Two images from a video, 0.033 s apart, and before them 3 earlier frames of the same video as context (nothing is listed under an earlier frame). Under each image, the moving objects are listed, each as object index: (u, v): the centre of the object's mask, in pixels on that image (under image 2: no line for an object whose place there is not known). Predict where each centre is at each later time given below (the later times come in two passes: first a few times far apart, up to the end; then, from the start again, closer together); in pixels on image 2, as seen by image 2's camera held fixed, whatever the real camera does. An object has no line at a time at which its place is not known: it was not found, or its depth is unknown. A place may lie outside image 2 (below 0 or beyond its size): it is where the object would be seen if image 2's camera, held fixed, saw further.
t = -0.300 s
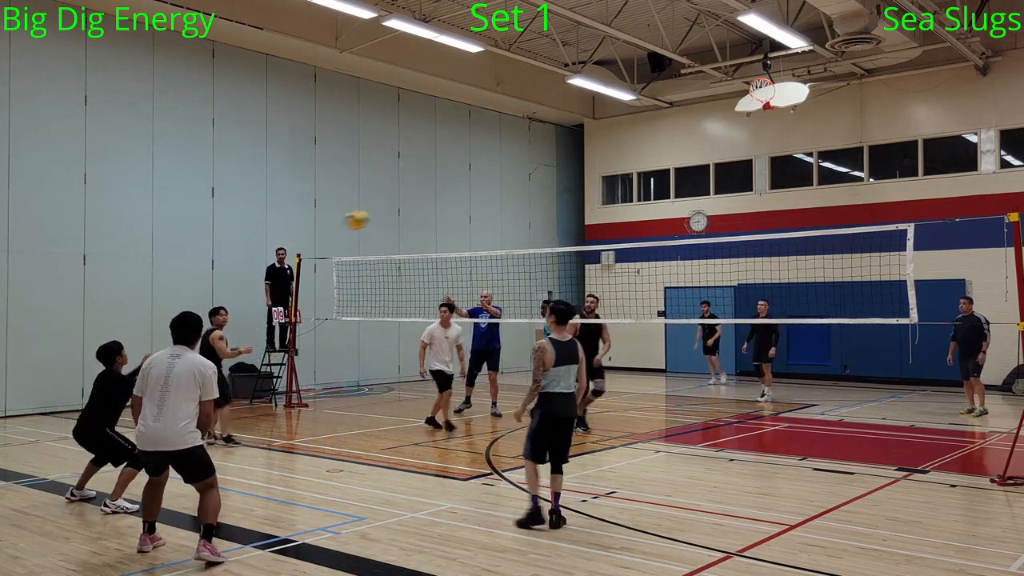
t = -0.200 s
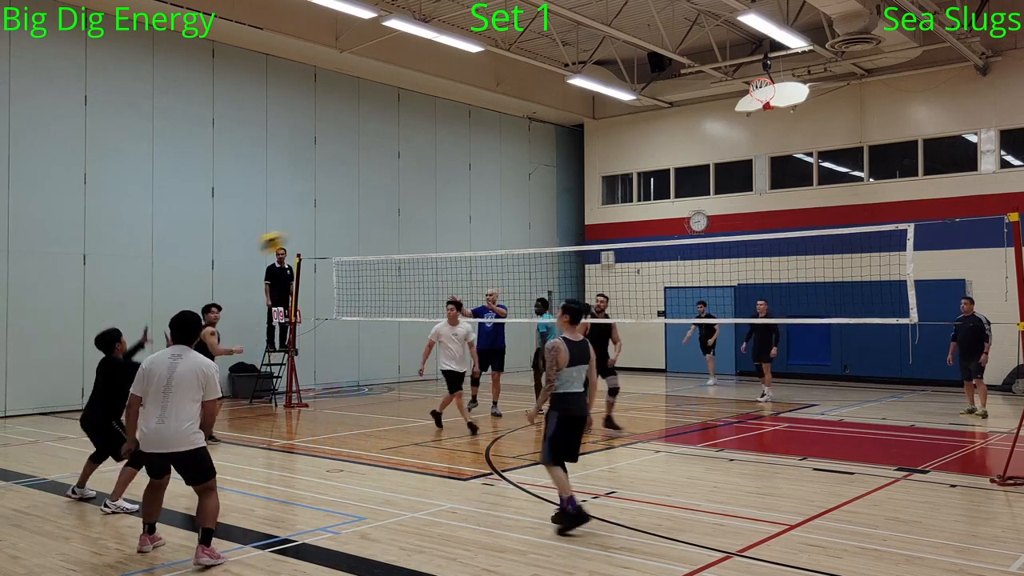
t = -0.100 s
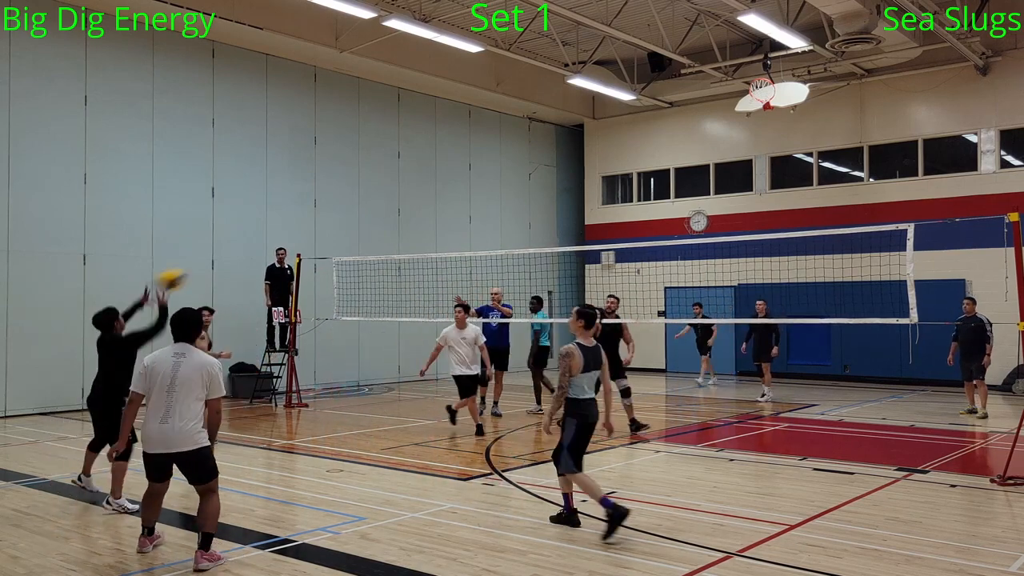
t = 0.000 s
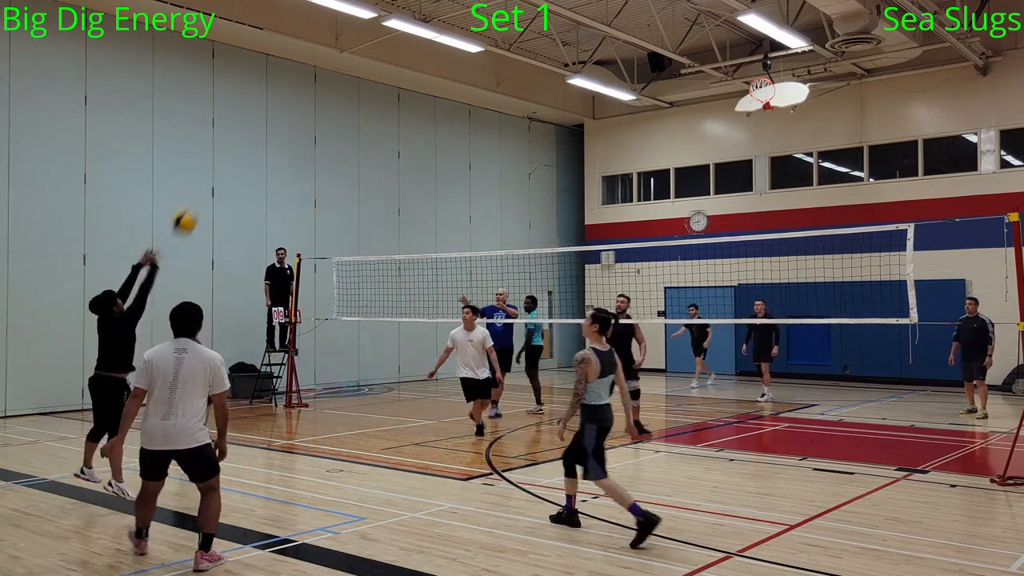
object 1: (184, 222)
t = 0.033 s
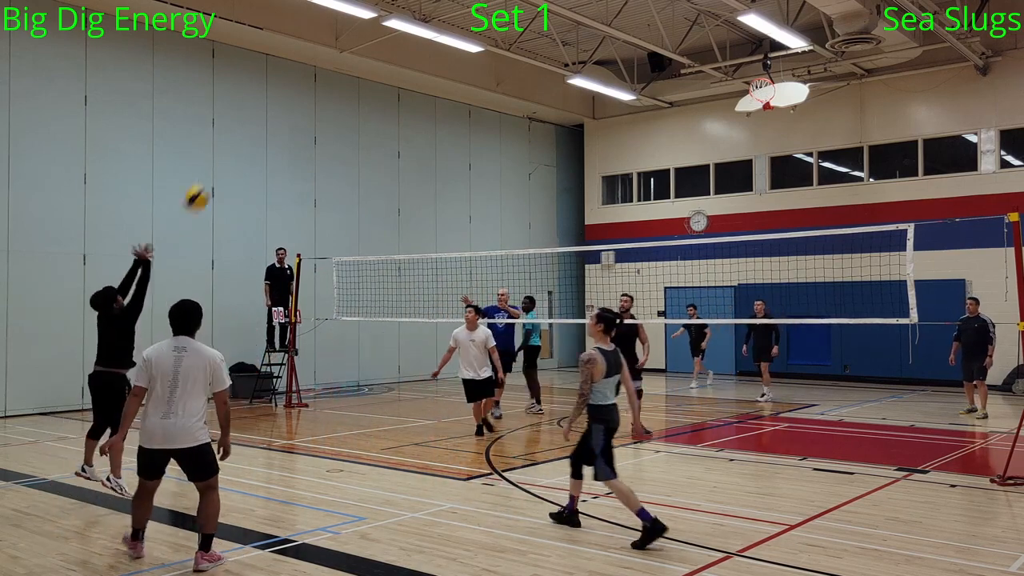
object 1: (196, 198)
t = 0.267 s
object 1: (275, 79)
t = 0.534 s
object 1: (351, 26)
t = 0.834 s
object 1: (426, 51)
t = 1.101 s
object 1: (484, 134)
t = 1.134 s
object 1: (491, 148)
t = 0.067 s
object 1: (208, 176)
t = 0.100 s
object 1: (220, 156)
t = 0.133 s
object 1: (232, 139)
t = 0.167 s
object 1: (243, 121)
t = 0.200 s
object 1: (254, 105)
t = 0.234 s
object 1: (264, 92)
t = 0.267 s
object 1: (275, 79)
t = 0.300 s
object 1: (285, 68)
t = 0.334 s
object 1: (295, 59)
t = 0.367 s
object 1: (305, 50)
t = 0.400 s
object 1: (314, 43)
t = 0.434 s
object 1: (324, 36)
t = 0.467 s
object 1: (333, 32)
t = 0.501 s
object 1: (342, 29)
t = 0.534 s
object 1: (351, 26)
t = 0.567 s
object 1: (360, 26)
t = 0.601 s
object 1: (369, 25)
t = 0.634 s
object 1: (377, 26)
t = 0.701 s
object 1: (394, 31)
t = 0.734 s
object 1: (402, 35)
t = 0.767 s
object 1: (410, 39)
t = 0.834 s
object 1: (426, 51)
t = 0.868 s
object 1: (434, 58)
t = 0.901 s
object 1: (442, 66)
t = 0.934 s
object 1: (449, 75)
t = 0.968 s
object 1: (457, 86)
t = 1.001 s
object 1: (464, 97)
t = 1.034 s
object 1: (471, 109)
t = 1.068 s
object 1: (477, 121)
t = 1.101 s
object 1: (484, 134)
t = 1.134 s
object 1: (491, 148)
